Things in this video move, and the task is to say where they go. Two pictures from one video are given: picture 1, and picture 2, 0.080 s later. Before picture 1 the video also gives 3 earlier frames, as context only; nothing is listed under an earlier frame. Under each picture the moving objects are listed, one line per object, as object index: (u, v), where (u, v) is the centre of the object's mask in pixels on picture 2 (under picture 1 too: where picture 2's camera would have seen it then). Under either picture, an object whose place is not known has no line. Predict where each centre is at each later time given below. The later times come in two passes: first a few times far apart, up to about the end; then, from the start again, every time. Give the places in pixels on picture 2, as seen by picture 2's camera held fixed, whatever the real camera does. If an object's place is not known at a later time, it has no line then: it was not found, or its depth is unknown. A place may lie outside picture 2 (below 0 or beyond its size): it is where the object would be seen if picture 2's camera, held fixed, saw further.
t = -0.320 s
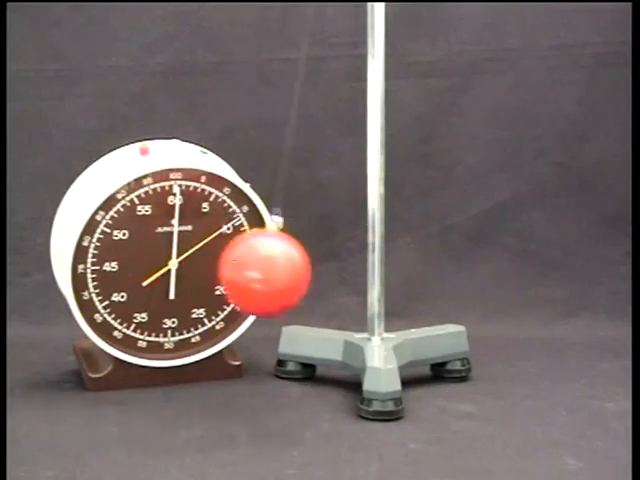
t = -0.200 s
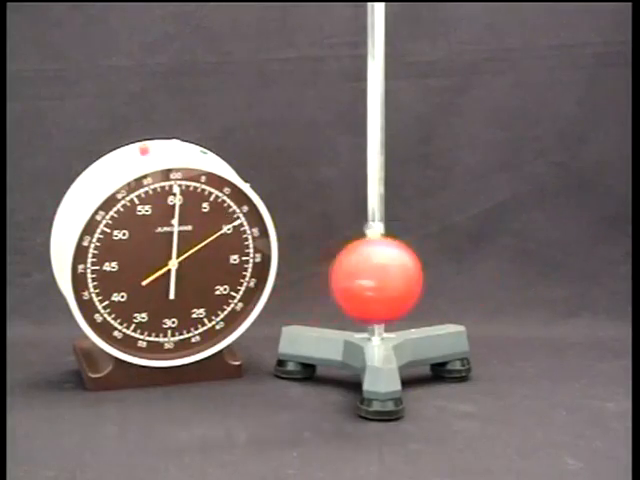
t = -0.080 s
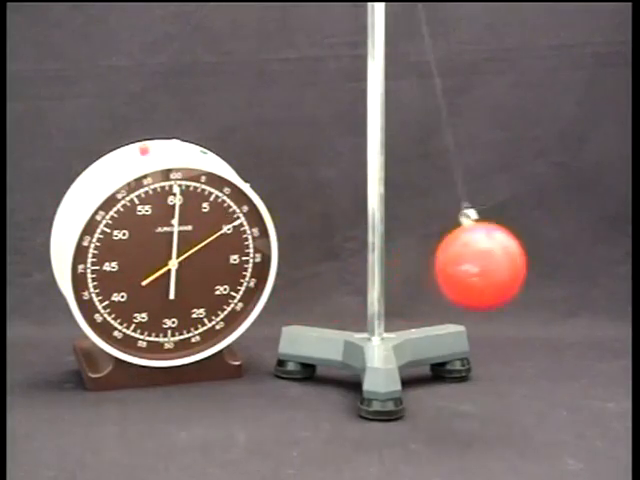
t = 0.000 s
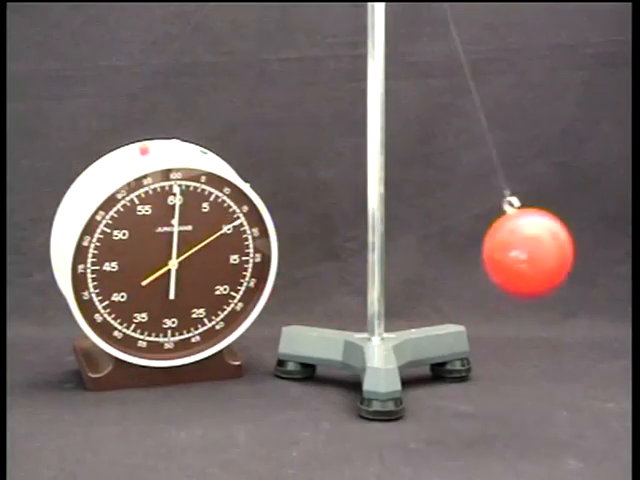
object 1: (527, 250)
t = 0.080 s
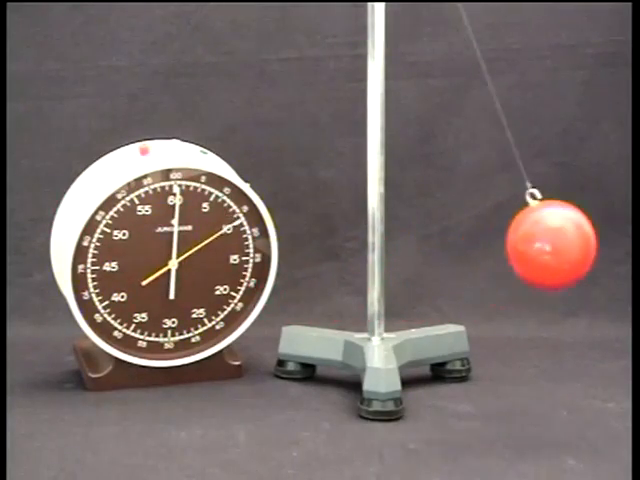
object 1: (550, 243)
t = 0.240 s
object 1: (519, 254)
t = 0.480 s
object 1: (322, 278)
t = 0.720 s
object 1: (158, 242)
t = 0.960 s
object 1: (204, 258)
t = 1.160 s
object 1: (376, 277)
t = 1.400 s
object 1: (540, 246)
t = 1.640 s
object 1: (494, 261)
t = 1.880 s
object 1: (287, 274)
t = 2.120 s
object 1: (153, 238)
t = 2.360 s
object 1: (234, 263)
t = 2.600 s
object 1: (447, 270)
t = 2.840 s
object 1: (548, 243)
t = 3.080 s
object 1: (432, 273)
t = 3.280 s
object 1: (252, 268)
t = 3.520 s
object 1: (154, 238)
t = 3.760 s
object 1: (269, 270)
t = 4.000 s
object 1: (477, 265)
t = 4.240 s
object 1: (542, 246)
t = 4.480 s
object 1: (396, 277)
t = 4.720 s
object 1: (197, 256)
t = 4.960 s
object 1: (172, 243)
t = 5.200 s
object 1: (340, 277)
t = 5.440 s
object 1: (521, 253)
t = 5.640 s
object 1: (529, 251)
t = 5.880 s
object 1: (357, 278)
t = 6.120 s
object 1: (180, 248)
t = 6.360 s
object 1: (191, 250)
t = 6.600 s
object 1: (378, 277)
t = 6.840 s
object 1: (534, 249)
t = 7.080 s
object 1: (487, 263)
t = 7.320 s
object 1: (286, 273)
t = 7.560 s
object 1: (161, 240)
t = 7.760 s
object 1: (216, 258)
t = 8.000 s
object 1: (414, 275)
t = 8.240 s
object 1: (540, 248)
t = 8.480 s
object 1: (456, 270)
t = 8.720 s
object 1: (253, 268)
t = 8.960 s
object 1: (161, 242)
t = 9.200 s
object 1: (276, 271)
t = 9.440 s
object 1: (475, 266)
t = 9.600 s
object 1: (538, 248)
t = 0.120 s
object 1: (552, 242)
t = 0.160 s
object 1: (548, 244)
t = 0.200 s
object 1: (537, 248)
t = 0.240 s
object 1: (519, 254)
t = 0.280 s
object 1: (496, 260)
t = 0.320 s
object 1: (467, 268)
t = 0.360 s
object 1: (434, 273)
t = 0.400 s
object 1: (398, 277)
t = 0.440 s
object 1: (360, 279)
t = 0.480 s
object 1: (322, 278)
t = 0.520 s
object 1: (286, 273)
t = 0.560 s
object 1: (250, 269)
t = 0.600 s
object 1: (220, 263)
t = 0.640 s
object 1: (193, 255)
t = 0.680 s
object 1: (174, 245)
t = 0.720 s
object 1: (158, 242)
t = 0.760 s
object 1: (151, 237)
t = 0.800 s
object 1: (150, 236)
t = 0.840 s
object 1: (154, 238)
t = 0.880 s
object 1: (164, 244)
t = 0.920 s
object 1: (182, 249)
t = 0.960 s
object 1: (204, 258)
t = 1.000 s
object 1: (232, 263)
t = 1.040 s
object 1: (266, 270)
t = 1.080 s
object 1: (302, 275)
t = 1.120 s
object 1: (337, 277)
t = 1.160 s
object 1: (376, 277)
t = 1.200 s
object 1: (413, 274)
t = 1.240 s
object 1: (448, 270)
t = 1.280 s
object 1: (478, 264)
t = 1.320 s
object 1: (504, 257)
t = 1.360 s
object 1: (525, 251)
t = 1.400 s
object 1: (540, 246)
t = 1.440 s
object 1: (548, 243)
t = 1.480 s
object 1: (550, 243)
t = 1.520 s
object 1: (546, 245)
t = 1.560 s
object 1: (535, 248)
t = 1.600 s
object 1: (517, 254)
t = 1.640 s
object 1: (494, 261)
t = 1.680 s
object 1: (466, 268)
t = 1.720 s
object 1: (433, 273)
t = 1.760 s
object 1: (398, 277)
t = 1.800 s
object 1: (360, 278)
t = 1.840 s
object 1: (322, 277)
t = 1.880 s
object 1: (287, 274)
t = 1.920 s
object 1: (251, 269)
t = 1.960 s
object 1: (221, 261)
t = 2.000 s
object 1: (195, 254)
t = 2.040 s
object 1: (175, 245)
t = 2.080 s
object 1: (161, 241)
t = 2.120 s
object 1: (153, 238)
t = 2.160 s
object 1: (152, 237)
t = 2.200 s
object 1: (156, 239)
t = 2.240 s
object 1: (168, 242)
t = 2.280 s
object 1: (184, 249)
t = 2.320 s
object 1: (207, 256)
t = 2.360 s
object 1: (234, 263)
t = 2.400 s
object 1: (267, 270)
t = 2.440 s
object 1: (303, 275)
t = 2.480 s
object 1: (338, 277)
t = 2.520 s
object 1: (376, 277)
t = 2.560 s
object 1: (413, 274)
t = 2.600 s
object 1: (447, 270)
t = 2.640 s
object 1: (477, 264)
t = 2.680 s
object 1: (503, 258)
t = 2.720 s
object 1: (524, 251)
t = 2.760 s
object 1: (539, 247)
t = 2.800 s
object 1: (547, 244)
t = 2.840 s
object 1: (548, 243)
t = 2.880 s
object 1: (544, 245)
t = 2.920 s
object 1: (533, 249)
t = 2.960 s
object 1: (516, 255)
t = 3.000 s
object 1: (493, 261)
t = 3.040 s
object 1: (464, 268)
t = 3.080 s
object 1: (432, 273)
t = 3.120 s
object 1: (397, 277)
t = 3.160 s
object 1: (359, 278)
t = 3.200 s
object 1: (322, 277)
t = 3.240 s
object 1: (287, 274)
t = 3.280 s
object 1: (252, 268)
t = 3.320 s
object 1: (223, 261)
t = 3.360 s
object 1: (197, 254)
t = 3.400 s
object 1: (177, 245)
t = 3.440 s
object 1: (163, 241)
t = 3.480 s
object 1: (155, 239)
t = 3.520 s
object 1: (154, 238)
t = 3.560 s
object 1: (159, 239)
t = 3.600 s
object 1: (170, 243)
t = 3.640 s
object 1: (186, 247)
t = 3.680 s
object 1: (209, 256)
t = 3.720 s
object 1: (236, 263)
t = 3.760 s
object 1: (269, 270)
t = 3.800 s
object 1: (304, 275)
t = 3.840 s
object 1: (339, 277)
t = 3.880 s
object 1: (376, 277)
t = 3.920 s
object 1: (413, 274)
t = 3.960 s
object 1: (447, 270)
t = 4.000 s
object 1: (477, 265)
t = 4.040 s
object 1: (502, 258)
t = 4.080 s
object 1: (522, 252)
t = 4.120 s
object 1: (537, 247)
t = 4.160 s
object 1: (545, 245)
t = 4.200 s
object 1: (547, 245)
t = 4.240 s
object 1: (542, 246)
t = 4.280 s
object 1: (531, 250)
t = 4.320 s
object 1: (514, 255)
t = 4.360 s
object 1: (491, 262)
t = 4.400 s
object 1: (463, 268)
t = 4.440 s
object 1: (431, 273)
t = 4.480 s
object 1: (396, 277)
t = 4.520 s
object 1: (359, 279)
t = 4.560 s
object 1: (322, 278)
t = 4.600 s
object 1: (287, 273)
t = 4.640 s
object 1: (253, 268)
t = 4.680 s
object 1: (224, 261)
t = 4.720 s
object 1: (197, 256)
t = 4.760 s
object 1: (179, 246)
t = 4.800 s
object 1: (165, 242)
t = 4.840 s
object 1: (157, 239)
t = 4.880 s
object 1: (156, 239)
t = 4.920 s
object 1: (161, 240)
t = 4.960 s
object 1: (172, 243)
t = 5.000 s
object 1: (188, 251)
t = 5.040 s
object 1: (211, 257)
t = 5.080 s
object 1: (238, 264)
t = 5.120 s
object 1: (271, 270)
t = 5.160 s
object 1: (305, 275)
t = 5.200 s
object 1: (340, 277)
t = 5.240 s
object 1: (377, 277)
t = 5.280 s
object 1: (413, 274)
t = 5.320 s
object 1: (446, 270)
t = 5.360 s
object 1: (476, 265)
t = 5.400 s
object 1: (501, 259)
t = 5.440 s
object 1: (521, 253)
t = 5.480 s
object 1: (535, 248)
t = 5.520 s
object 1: (543, 246)
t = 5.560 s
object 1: (545, 245)
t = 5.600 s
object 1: (540, 247)
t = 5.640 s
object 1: (529, 251)
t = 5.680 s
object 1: (512, 257)
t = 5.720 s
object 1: (489, 262)
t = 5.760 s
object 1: (461, 269)
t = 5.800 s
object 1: (429, 274)
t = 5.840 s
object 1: (394, 277)
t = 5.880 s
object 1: (357, 278)
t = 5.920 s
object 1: (321, 277)
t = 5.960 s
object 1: (287, 273)
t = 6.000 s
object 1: (253, 268)
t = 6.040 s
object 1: (224, 261)
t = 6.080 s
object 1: (199, 256)
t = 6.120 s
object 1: (180, 248)
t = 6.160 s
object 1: (166, 244)
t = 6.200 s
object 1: (159, 240)
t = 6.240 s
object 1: (158, 239)
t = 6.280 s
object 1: (163, 241)
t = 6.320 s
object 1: (173, 247)
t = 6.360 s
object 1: (191, 250)
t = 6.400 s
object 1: (213, 260)
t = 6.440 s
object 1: (240, 264)
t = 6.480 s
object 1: (272, 270)
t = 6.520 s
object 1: (306, 275)
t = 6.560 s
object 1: (341, 277)
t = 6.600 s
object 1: (378, 277)
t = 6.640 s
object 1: (414, 275)
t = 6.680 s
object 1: (446, 270)
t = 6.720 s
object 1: (476, 265)
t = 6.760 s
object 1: (501, 259)
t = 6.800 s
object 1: (520, 253)
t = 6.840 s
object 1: (534, 249)
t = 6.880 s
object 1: (542, 247)
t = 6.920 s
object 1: (543, 246)
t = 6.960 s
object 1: (538, 248)
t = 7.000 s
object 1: (527, 252)
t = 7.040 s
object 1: (509, 257)
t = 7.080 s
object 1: (487, 263)
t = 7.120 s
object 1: (459, 269)
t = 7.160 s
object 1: (427, 274)
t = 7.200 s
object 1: (393, 278)
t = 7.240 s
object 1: (356, 279)
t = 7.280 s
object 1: (321, 277)
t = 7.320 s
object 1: (286, 273)
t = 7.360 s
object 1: (253, 268)
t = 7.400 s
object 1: (224, 261)
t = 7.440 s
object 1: (199, 256)
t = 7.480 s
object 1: (181, 246)
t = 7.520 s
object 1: (169, 242)
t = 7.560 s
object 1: (161, 240)
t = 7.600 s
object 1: (160, 240)
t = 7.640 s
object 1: (165, 241)
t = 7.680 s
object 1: (176, 247)
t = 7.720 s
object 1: (193, 251)
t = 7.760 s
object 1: (216, 258)
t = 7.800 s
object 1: (242, 265)
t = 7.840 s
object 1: (274, 270)
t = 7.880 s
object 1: (308, 275)
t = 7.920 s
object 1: (342, 277)
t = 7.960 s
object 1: (379, 277)
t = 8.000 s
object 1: (414, 275)
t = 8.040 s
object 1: (446, 271)
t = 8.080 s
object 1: (475, 266)
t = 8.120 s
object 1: (500, 259)
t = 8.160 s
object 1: (519, 254)
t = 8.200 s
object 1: (533, 250)
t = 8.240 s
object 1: (540, 248)
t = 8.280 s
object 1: (541, 247)
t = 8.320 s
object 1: (536, 249)
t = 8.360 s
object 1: (524, 253)
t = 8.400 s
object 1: (507, 258)
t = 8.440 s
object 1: (484, 264)
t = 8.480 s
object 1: (456, 270)
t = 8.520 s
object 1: (425, 274)
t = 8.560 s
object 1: (390, 278)
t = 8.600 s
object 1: (355, 278)
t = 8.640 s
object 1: (320, 277)
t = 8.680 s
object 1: (285, 273)
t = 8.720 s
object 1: (253, 268)
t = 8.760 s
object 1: (224, 261)
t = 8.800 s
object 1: (200, 256)
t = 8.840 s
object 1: (183, 248)
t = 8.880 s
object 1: (169, 245)
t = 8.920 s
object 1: (163, 241)
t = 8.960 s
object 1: (161, 242)
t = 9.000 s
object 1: (168, 242)
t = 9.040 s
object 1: (178, 249)
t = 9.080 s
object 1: (195, 254)
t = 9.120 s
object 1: (218, 261)
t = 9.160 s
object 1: (245, 265)
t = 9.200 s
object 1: (276, 271)
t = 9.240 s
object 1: (310, 276)
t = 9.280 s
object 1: (344, 277)
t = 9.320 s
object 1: (380, 278)
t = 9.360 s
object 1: (415, 275)
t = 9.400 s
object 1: (447, 271)
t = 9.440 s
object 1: (475, 266)
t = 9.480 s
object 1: (499, 260)
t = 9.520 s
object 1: (518, 255)
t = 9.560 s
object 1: (531, 251)
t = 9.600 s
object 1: (538, 248)
